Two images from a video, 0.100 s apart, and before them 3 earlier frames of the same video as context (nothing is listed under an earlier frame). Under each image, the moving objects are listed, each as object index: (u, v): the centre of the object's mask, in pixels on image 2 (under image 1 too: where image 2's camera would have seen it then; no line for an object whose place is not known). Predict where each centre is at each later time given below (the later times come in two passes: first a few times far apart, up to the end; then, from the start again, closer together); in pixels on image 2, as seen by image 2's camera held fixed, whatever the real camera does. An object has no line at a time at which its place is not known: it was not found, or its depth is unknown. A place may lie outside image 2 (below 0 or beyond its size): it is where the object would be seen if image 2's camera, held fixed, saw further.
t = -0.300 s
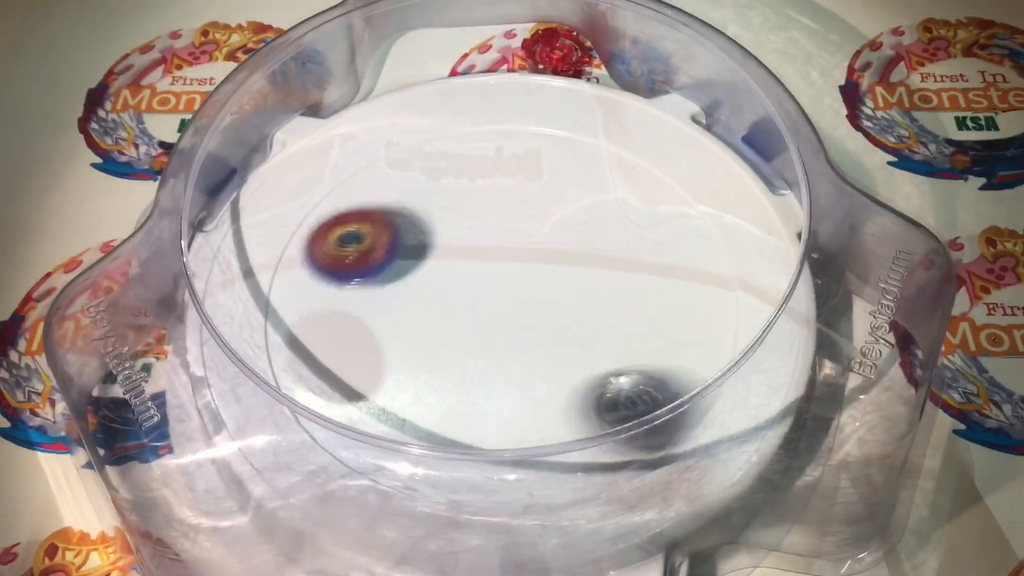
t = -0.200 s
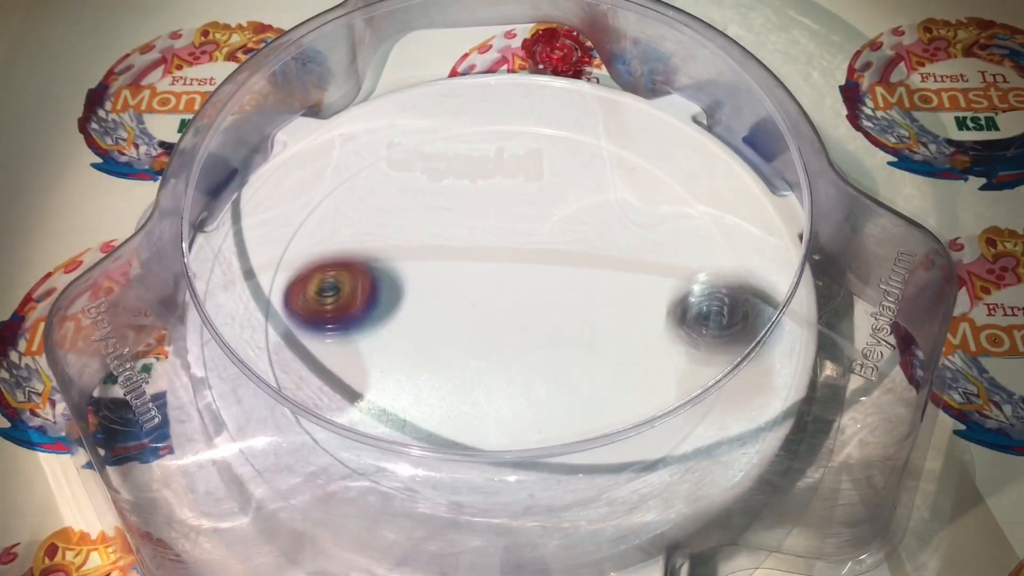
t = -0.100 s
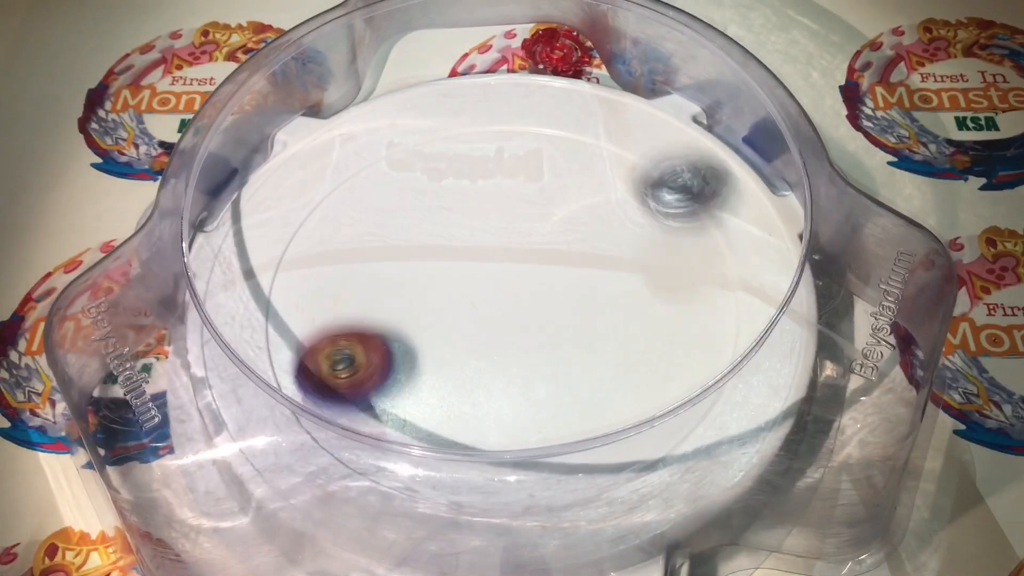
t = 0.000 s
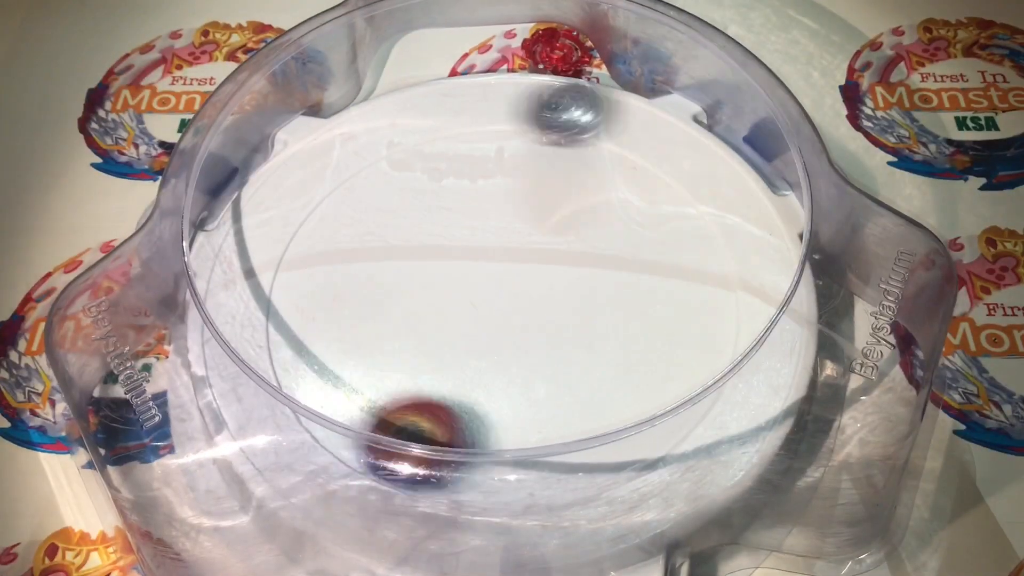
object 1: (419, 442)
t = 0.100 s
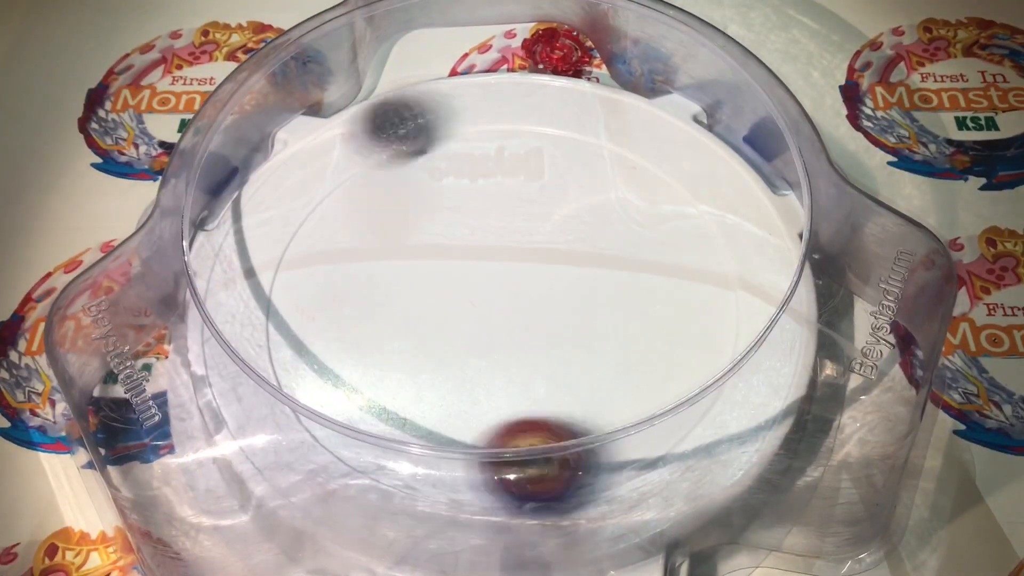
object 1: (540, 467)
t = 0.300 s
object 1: (683, 310)
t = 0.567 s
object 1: (447, 164)
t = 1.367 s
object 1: (391, 135)
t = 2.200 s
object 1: (394, 115)
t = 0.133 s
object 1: (583, 456)
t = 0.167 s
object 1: (617, 428)
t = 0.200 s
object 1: (650, 404)
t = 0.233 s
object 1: (665, 370)
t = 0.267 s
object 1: (680, 342)
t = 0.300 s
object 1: (683, 310)
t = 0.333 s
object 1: (673, 278)
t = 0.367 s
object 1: (655, 250)
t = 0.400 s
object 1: (630, 224)
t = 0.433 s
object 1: (601, 203)
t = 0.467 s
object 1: (566, 184)
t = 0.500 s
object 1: (526, 171)
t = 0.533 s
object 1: (486, 164)
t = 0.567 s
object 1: (447, 164)
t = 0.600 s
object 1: (407, 168)
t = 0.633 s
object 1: (367, 180)
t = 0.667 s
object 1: (329, 198)
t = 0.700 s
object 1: (300, 219)
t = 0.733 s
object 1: (280, 250)
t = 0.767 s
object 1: (281, 287)
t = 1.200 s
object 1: (653, 150)
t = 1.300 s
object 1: (499, 108)
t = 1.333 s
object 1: (445, 115)
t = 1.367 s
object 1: (391, 135)
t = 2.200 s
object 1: (394, 115)
